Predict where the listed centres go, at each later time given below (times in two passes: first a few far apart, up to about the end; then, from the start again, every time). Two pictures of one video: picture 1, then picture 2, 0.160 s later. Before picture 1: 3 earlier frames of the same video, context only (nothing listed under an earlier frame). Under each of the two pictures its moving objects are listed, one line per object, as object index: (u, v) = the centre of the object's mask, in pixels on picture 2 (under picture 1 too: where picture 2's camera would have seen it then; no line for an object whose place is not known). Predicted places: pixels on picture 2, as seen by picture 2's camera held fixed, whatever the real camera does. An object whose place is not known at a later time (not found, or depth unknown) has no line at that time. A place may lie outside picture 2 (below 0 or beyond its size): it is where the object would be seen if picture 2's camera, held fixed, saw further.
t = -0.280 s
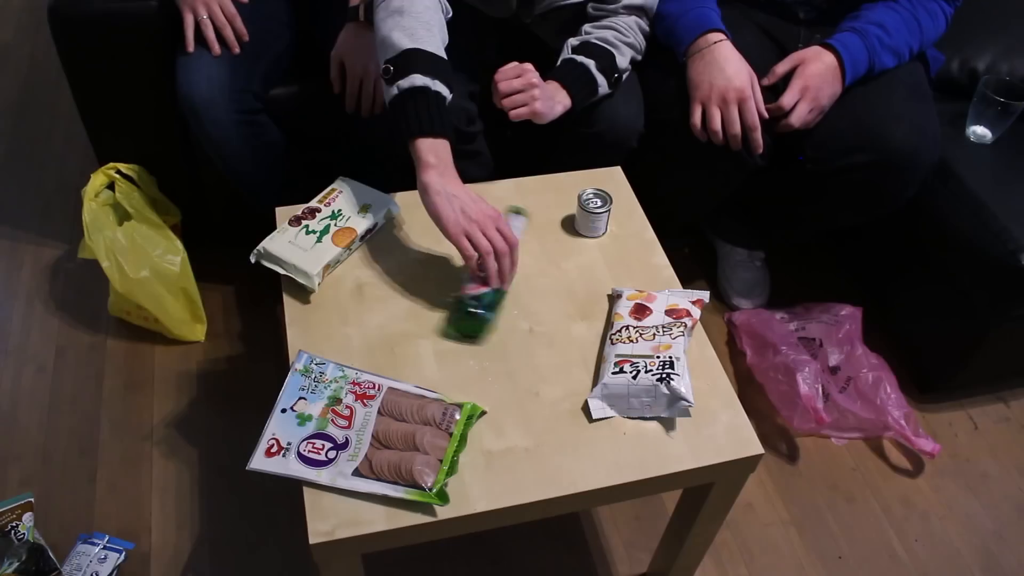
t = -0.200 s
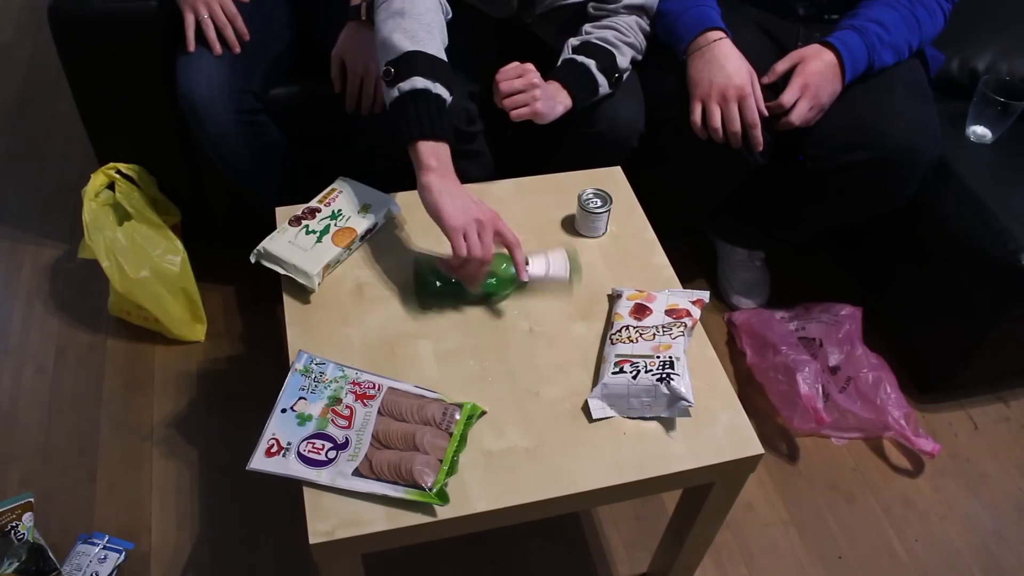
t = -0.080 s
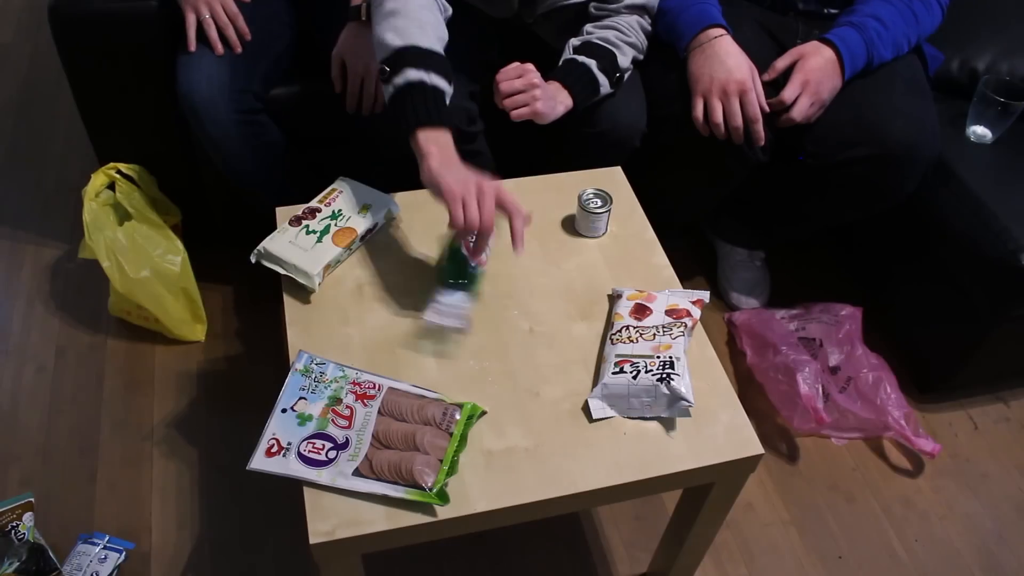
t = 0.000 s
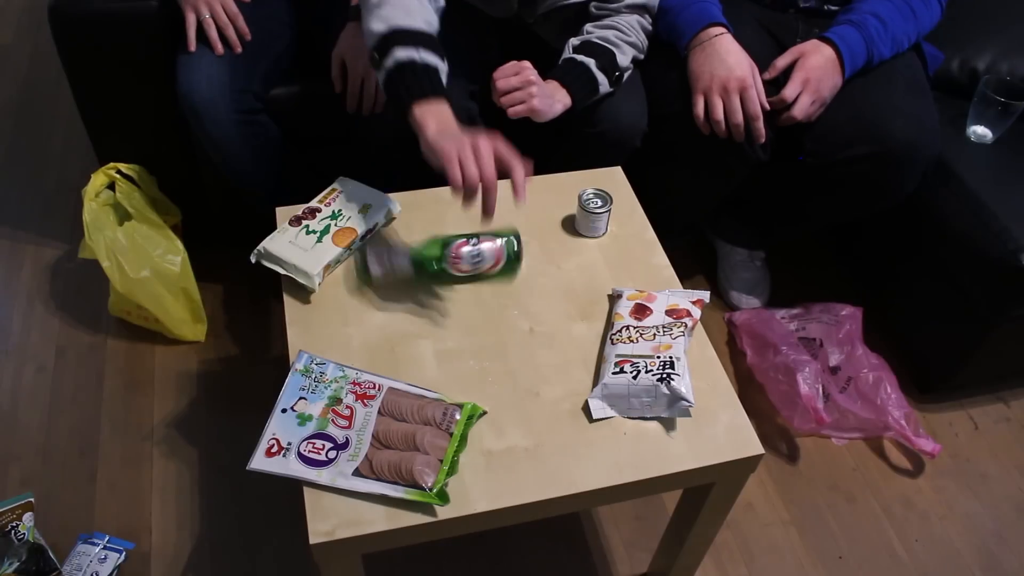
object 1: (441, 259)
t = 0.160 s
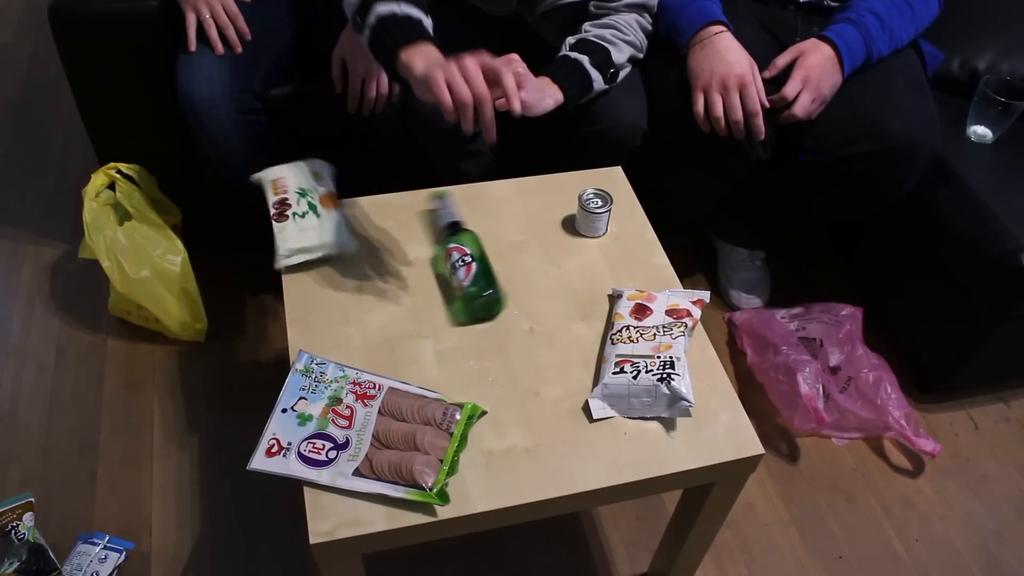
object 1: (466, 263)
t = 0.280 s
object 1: (472, 267)
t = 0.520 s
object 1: (489, 274)
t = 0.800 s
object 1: (488, 286)
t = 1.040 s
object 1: (489, 283)
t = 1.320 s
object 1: (489, 282)
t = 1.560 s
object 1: (489, 282)
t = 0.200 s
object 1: (468, 265)
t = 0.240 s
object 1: (469, 267)
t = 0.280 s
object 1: (472, 267)
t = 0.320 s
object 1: (475, 268)
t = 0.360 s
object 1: (478, 268)
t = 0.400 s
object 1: (481, 269)
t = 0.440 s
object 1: (485, 271)
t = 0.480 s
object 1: (488, 272)
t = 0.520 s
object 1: (489, 274)
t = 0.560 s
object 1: (490, 277)
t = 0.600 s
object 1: (490, 279)
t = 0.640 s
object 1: (489, 281)
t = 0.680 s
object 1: (489, 282)
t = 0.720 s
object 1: (489, 283)
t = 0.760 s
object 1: (488, 286)
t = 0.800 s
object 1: (488, 286)
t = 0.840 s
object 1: (489, 285)
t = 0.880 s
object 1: (489, 285)
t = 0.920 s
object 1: (489, 284)
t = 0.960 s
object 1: (489, 284)
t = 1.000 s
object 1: (489, 283)
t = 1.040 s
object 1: (489, 283)
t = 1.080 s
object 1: (489, 283)
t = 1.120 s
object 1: (489, 282)
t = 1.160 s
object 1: (489, 282)
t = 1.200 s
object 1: (489, 282)
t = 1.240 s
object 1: (489, 282)
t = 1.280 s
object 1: (489, 282)
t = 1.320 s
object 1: (489, 282)
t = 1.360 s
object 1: (489, 282)
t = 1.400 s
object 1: (489, 282)
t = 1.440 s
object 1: (489, 282)
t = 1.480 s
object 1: (489, 282)
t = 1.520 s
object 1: (489, 282)
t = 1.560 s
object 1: (489, 282)
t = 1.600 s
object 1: (489, 282)
